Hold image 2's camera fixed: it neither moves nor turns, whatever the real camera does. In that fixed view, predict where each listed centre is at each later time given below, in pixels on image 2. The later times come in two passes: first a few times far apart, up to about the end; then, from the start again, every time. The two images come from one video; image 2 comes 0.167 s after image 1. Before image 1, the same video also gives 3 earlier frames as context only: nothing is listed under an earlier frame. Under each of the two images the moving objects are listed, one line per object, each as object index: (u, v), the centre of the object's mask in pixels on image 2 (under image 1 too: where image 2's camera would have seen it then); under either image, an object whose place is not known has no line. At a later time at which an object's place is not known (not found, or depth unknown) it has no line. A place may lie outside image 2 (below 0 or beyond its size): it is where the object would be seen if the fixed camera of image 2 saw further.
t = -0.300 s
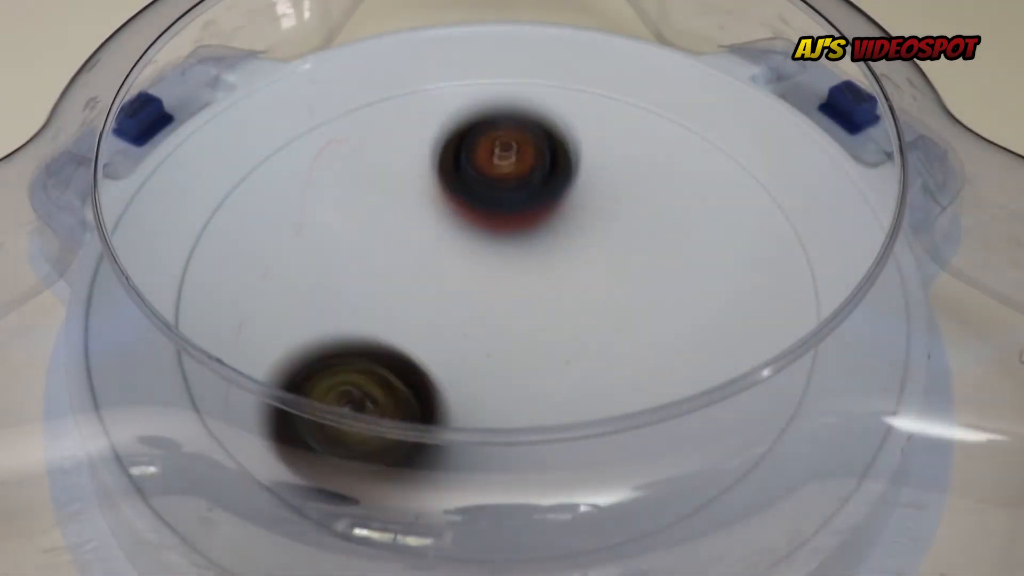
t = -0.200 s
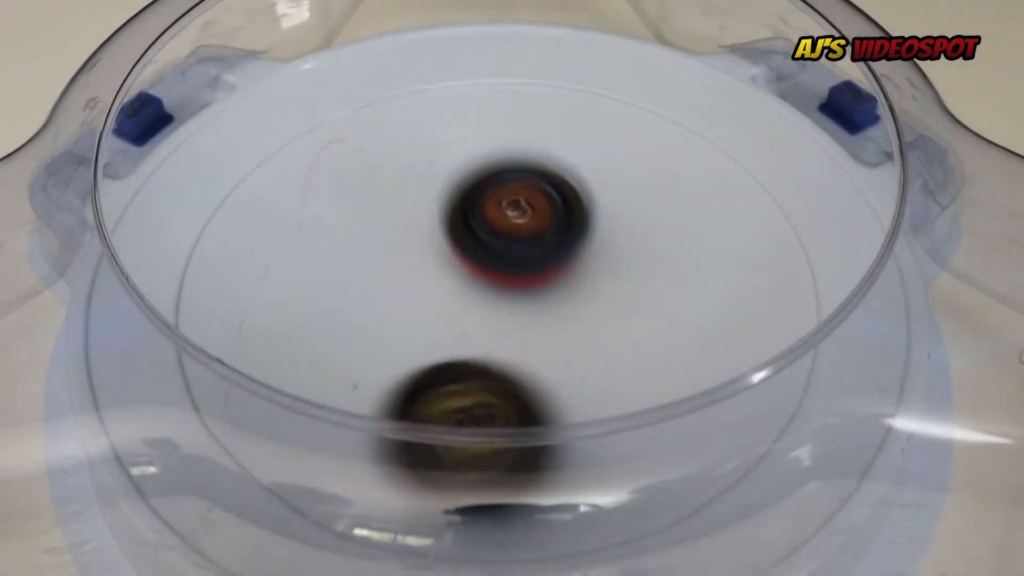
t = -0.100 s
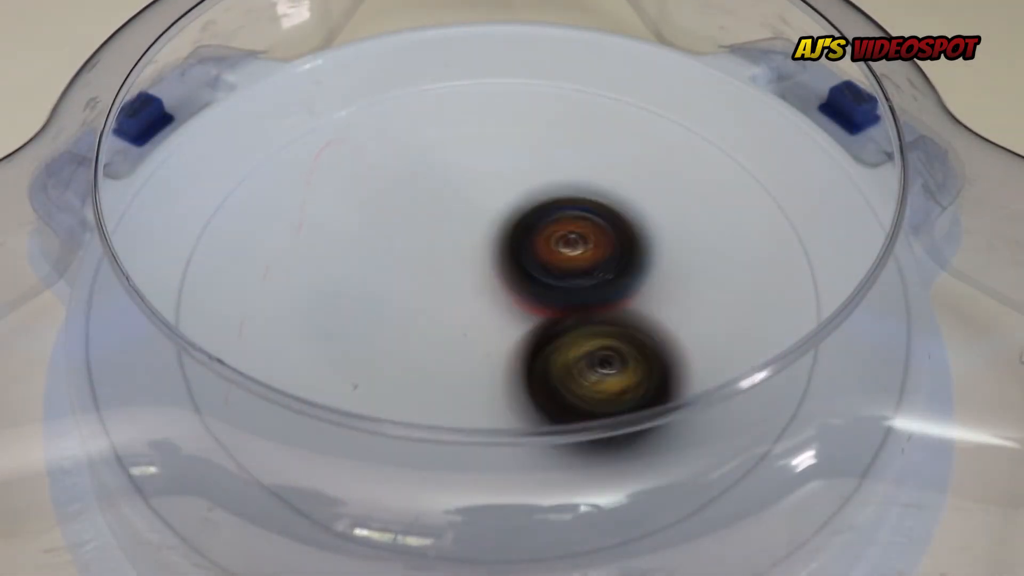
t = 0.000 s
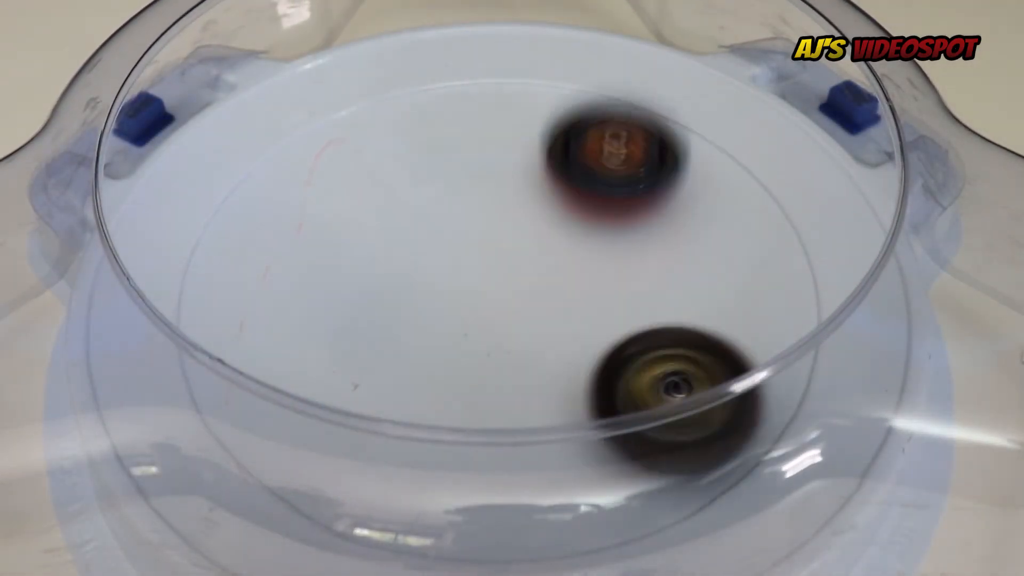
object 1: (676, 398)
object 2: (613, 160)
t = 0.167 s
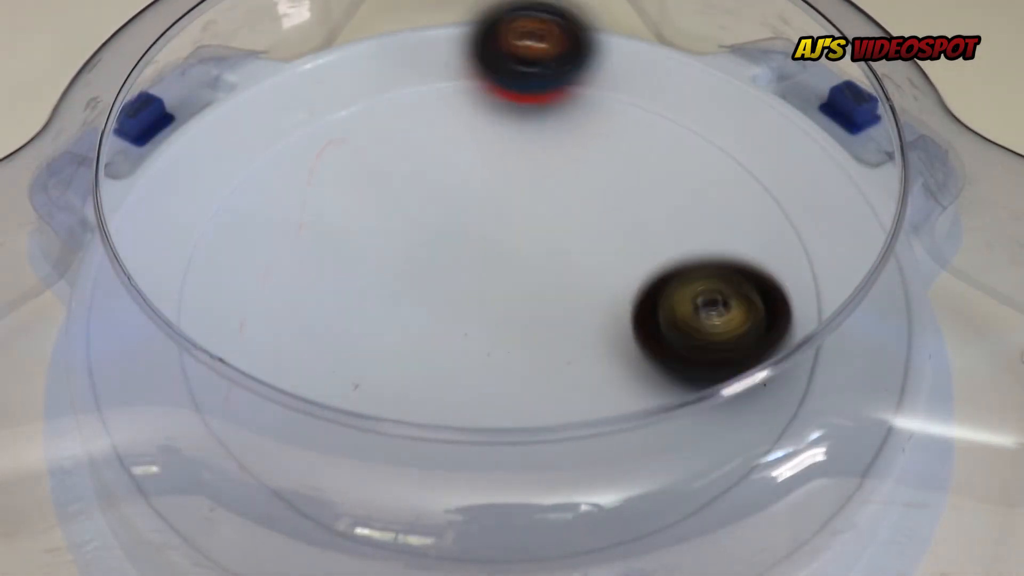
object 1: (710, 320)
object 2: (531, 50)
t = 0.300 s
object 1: (650, 261)
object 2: (390, 91)
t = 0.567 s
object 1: (450, 231)
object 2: (416, 360)
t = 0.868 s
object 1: (346, 312)
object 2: (815, 274)
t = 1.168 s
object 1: (440, 310)
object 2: (558, 110)
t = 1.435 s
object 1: (504, 232)
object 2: (311, 303)
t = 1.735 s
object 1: (467, 193)
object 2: (612, 481)
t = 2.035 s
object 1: (485, 244)
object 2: (647, 204)
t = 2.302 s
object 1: (439, 329)
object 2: (410, 108)
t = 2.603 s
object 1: (506, 343)
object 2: (281, 332)
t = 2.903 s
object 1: (536, 244)
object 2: (657, 334)
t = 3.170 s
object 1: (461, 192)
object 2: (588, 131)
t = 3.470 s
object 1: (326, 295)
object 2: (345, 116)
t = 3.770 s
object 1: (406, 418)
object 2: (483, 277)
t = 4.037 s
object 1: (576, 376)
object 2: (669, 165)
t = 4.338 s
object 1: (573, 224)
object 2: (518, 101)
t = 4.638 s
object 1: (556, 281)
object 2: (333, 240)
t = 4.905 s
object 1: (599, 277)
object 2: (435, 409)
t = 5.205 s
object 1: (581, 230)
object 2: (641, 347)
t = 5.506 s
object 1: (475, 148)
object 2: (474, 310)
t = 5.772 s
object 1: (394, 160)
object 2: (409, 396)
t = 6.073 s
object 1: (357, 222)
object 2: (562, 307)
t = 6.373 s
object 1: (334, 225)
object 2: (499, 198)
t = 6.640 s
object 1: (206, 249)
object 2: (596, 168)
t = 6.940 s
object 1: (342, 299)
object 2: (544, 238)
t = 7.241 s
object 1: (512, 329)
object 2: (689, 284)
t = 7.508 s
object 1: (591, 339)
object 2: (592, 222)
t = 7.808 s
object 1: (549, 321)
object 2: (392, 266)
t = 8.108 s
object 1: (487, 235)
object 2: (415, 362)
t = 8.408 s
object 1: (494, 154)
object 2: (526, 264)
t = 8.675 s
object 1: (537, 133)
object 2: (526, 289)
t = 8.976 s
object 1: (560, 171)
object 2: (477, 363)
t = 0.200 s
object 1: (701, 302)
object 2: (498, 52)
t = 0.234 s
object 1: (687, 286)
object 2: (462, 60)
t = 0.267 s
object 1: (669, 272)
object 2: (425, 72)
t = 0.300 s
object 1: (650, 261)
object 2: (390, 91)
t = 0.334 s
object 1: (627, 251)
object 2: (359, 116)
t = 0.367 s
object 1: (602, 242)
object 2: (337, 145)
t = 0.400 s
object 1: (577, 236)
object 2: (322, 179)
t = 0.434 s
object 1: (550, 231)
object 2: (318, 218)
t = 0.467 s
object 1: (524, 228)
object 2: (327, 257)
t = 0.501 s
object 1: (498, 227)
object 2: (346, 295)
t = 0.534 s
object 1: (473, 227)
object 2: (375, 336)
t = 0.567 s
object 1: (450, 231)
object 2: (416, 360)
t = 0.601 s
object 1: (429, 236)
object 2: (467, 375)
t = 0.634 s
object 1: (410, 244)
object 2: (521, 397)
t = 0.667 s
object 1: (391, 255)
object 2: (576, 403)
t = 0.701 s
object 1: (373, 267)
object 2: (635, 400)
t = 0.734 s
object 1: (359, 279)
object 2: (687, 387)
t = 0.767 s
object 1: (351, 289)
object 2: (732, 367)
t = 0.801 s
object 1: (346, 298)
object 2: (771, 340)
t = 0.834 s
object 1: (345, 306)
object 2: (801, 308)
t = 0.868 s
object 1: (346, 312)
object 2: (815, 274)
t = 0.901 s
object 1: (351, 317)
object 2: (806, 246)
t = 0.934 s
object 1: (358, 321)
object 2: (790, 219)
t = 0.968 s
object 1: (366, 324)
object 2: (768, 191)
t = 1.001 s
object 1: (376, 325)
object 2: (745, 165)
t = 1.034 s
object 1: (388, 325)
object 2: (718, 141)
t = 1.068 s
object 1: (400, 323)
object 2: (684, 123)
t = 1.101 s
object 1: (413, 320)
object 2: (644, 112)
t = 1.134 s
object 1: (426, 316)
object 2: (601, 108)
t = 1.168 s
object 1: (440, 310)
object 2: (558, 110)
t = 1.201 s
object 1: (453, 302)
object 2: (515, 118)
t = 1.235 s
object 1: (464, 293)
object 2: (473, 132)
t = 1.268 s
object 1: (475, 283)
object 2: (433, 151)
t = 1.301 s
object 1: (484, 273)
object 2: (397, 176)
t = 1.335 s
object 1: (491, 263)
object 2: (365, 206)
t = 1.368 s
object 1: (497, 252)
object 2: (341, 234)
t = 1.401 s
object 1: (501, 242)
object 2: (322, 268)
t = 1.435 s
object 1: (504, 232)
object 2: (311, 303)
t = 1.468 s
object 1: (505, 222)
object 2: (310, 337)
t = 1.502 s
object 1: (505, 213)
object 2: (311, 373)
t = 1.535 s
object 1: (504, 206)
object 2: (325, 412)
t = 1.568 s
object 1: (501, 199)
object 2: (362, 456)
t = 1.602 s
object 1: (498, 193)
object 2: (396, 473)
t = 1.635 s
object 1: (494, 189)
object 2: (448, 495)
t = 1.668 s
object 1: (486, 189)
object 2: (506, 500)
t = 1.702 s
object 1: (475, 190)
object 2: (559, 497)
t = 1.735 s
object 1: (467, 193)
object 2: (612, 481)
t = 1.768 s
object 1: (462, 196)
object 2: (660, 450)
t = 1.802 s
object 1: (459, 200)
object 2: (697, 425)
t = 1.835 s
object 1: (459, 205)
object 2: (721, 384)
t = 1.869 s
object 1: (460, 211)
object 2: (733, 353)
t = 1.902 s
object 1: (462, 217)
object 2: (729, 315)
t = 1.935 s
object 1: (466, 224)
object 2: (723, 285)
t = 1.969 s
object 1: (471, 230)
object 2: (704, 255)
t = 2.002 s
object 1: (478, 237)
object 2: (677, 227)
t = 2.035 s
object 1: (485, 244)
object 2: (647, 204)
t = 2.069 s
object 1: (493, 249)
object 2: (612, 184)
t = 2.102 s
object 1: (479, 262)
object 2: (589, 164)
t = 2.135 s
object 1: (461, 275)
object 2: (570, 140)
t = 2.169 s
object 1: (450, 287)
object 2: (546, 124)
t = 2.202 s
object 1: (443, 299)
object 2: (517, 111)
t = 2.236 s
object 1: (439, 310)
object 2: (485, 106)
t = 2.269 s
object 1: (438, 320)
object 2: (448, 105)
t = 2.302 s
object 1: (439, 329)
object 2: (410, 108)
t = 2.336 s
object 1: (443, 337)
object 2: (372, 117)
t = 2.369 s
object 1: (449, 344)
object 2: (336, 129)
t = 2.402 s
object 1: (456, 349)
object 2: (302, 148)
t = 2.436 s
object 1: (464, 352)
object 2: (274, 173)
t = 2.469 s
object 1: (473, 354)
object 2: (253, 202)
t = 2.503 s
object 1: (482, 353)
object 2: (241, 237)
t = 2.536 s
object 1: (491, 351)
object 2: (240, 272)
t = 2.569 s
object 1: (499, 348)
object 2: (254, 305)
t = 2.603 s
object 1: (506, 343)
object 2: (281, 332)
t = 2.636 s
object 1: (512, 337)
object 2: (312, 368)
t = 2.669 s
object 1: (517, 329)
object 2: (356, 388)
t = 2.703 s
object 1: (521, 321)
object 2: (405, 403)
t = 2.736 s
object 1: (533, 306)
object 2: (454, 413)
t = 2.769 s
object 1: (540, 290)
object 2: (506, 410)
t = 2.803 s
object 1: (543, 278)
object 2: (554, 399)
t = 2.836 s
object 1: (542, 267)
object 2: (594, 374)
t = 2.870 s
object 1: (540, 255)
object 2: (629, 356)
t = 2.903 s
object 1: (536, 244)
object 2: (657, 334)
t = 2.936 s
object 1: (531, 234)
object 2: (671, 305)
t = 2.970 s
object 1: (524, 224)
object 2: (676, 274)
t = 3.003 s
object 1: (516, 216)
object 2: (673, 244)
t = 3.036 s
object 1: (508, 208)
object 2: (664, 216)
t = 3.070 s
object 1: (499, 202)
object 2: (650, 191)
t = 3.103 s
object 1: (490, 197)
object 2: (630, 167)
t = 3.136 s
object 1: (475, 194)
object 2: (610, 147)
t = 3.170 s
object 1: (461, 192)
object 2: (588, 131)
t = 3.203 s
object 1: (448, 191)
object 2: (560, 119)
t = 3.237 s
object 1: (434, 191)
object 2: (528, 109)
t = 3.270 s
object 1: (418, 196)
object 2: (498, 102)
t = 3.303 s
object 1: (403, 202)
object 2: (467, 99)
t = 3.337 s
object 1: (391, 209)
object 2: (434, 102)
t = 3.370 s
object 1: (376, 225)
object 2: (403, 108)
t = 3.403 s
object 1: (354, 252)
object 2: (385, 105)
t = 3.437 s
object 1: (337, 275)
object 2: (365, 106)
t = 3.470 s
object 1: (326, 295)
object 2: (345, 116)
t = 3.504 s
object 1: (322, 313)
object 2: (329, 131)
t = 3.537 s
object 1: (321, 331)
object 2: (317, 153)
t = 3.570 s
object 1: (325, 343)
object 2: (314, 180)
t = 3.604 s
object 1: (335, 352)
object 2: (321, 207)
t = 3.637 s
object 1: (348, 361)
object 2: (339, 235)
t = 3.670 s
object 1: (358, 383)
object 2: (365, 258)
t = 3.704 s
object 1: (372, 399)
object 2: (402, 274)
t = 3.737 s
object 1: (388, 416)
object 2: (443, 278)
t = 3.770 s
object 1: (406, 418)
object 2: (483, 277)
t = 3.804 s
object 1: (431, 420)
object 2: (521, 273)
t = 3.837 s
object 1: (455, 426)
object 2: (557, 263)
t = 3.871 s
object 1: (479, 423)
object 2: (588, 250)
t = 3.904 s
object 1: (503, 425)
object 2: (616, 234)
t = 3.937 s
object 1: (526, 417)
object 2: (638, 218)
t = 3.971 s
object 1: (547, 416)
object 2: (654, 200)
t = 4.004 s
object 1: (564, 400)
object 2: (665, 182)
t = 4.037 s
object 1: (576, 376)
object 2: (669, 165)
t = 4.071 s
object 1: (589, 366)
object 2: (670, 149)
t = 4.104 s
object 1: (598, 352)
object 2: (666, 132)
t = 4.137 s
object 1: (603, 335)
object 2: (657, 117)
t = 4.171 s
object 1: (603, 315)
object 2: (644, 102)
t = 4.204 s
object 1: (601, 296)
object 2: (626, 89)
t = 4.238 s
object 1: (598, 277)
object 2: (602, 83)
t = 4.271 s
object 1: (591, 258)
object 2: (575, 82)
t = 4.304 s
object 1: (583, 241)
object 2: (546, 88)
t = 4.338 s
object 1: (573, 224)
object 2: (518, 101)
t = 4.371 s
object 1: (566, 214)
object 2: (489, 116)
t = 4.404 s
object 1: (569, 230)
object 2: (455, 112)
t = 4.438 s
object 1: (570, 244)
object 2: (422, 114)
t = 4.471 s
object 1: (568, 256)
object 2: (395, 124)
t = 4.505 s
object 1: (565, 265)
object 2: (372, 139)
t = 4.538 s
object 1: (562, 270)
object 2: (354, 161)
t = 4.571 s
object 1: (560, 274)
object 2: (341, 186)
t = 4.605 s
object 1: (559, 278)
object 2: (333, 211)
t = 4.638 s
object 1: (556, 281)
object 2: (333, 240)
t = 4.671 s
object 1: (554, 283)
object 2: (338, 267)
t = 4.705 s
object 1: (551, 286)
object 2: (351, 296)
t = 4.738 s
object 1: (548, 288)
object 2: (369, 321)
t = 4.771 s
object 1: (544, 290)
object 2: (392, 345)
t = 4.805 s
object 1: (555, 287)
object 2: (409, 362)
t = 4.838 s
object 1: (577, 284)
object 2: (414, 373)
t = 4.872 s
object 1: (591, 280)
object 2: (421, 395)
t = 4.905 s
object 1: (599, 277)
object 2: (435, 409)
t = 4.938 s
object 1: (603, 274)
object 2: (457, 417)
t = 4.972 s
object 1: (607, 270)
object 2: (483, 422)
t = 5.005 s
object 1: (608, 266)
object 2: (516, 422)
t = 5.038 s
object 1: (607, 263)
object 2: (548, 416)
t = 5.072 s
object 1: (604, 259)
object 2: (578, 404)
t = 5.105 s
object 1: (600, 256)
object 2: (601, 376)
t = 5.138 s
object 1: (594, 252)
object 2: (622, 365)
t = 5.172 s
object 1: (589, 243)
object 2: (635, 355)
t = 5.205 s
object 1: (581, 230)
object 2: (641, 347)
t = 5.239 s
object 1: (572, 222)
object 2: (643, 329)
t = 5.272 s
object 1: (563, 214)
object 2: (634, 314)
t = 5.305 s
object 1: (551, 201)
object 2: (620, 304)
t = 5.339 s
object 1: (540, 189)
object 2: (601, 298)
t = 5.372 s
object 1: (526, 179)
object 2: (577, 295)
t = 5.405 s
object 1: (514, 170)
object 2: (550, 296)
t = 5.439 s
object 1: (501, 162)
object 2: (523, 298)
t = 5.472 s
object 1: (488, 155)
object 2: (498, 304)
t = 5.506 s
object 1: (475, 148)
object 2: (474, 310)
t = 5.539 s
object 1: (462, 144)
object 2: (451, 318)
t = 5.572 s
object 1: (451, 142)
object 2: (431, 326)
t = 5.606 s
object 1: (439, 140)
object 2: (415, 337)
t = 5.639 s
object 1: (428, 141)
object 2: (403, 349)
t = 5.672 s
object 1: (418, 144)
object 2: (396, 358)
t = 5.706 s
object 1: (409, 148)
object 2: (394, 367)
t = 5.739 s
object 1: (401, 153)
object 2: (398, 375)
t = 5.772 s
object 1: (394, 160)
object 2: (409, 396)
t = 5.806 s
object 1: (388, 169)
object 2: (429, 404)
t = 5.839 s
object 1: (385, 179)
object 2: (455, 403)
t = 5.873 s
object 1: (382, 190)
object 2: (481, 384)
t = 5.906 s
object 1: (381, 202)
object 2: (503, 375)
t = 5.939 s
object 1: (382, 216)
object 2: (516, 360)
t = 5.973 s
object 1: (385, 230)
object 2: (521, 340)
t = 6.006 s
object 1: (389, 241)
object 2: (521, 318)
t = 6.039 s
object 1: (374, 234)
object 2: (541, 312)
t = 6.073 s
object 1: (357, 222)
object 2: (562, 307)
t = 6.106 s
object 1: (345, 213)
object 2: (577, 297)
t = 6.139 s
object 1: (337, 209)
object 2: (587, 282)
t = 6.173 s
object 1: (331, 209)
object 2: (589, 266)
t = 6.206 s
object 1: (327, 210)
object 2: (585, 248)
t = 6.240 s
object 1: (323, 212)
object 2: (575, 232)
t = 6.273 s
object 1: (323, 215)
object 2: (561, 219)
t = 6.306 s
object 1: (326, 218)
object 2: (542, 207)
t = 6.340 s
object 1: (328, 221)
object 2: (521, 201)
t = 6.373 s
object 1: (334, 225)
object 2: (499, 198)
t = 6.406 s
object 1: (328, 229)
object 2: (486, 198)
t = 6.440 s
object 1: (287, 228)
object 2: (508, 197)
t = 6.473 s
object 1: (255, 233)
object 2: (528, 196)
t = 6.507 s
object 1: (235, 235)
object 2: (547, 193)
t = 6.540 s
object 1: (223, 238)
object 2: (564, 189)
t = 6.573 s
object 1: (214, 242)
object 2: (578, 183)
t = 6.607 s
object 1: (207, 245)
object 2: (589, 175)
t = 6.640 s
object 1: (206, 249)
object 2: (596, 168)
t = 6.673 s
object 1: (207, 252)
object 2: (596, 161)
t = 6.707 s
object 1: (212, 257)
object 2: (592, 157)
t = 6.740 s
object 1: (221, 261)
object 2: (584, 156)
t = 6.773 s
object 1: (234, 268)
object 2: (571, 161)
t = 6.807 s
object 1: (249, 274)
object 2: (559, 173)
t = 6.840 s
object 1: (269, 282)
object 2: (550, 187)
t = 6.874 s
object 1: (291, 287)
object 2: (544, 204)
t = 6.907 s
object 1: (315, 294)
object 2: (542, 220)
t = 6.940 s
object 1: (342, 299)
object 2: (544, 238)
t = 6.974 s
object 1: (368, 305)
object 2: (548, 255)
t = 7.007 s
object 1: (398, 310)
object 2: (556, 271)
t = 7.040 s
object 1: (409, 312)
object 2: (578, 283)
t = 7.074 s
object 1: (422, 316)
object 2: (600, 290)
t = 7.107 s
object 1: (440, 318)
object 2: (621, 293)
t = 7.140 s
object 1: (458, 322)
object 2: (642, 295)
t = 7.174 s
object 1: (476, 324)
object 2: (660, 294)
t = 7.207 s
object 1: (495, 328)
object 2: (676, 291)
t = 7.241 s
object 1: (512, 329)
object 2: (689, 284)
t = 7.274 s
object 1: (530, 332)
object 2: (699, 274)
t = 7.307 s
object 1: (544, 333)
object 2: (701, 263)
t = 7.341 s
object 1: (558, 334)
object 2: (694, 252)
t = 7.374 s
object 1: (571, 335)
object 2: (679, 241)
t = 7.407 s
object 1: (578, 338)
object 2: (661, 231)
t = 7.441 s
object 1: (585, 337)
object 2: (640, 225)
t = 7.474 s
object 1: (589, 339)
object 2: (616, 222)
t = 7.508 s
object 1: (591, 339)
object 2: (592, 222)
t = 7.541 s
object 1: (592, 338)
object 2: (567, 223)
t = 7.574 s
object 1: (592, 336)
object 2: (543, 227)
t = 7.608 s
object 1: (590, 335)
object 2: (519, 233)
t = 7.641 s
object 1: (585, 337)
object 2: (496, 236)
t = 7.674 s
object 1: (579, 337)
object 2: (473, 239)
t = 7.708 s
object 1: (574, 333)
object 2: (451, 244)
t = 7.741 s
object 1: (567, 331)
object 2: (430, 249)
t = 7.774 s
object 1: (557, 326)
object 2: (410, 257)
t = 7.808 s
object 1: (549, 321)
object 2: (392, 266)
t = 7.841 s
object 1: (540, 314)
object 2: (376, 275)
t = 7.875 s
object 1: (532, 307)
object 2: (363, 288)
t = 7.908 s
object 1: (522, 297)
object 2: (354, 298)
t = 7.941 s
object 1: (515, 289)
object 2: (348, 315)
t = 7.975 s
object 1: (507, 278)
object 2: (349, 329)
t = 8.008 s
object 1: (501, 269)
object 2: (355, 343)
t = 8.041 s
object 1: (495, 258)
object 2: (370, 353)
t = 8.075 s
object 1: (491, 247)
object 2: (391, 359)
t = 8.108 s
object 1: (487, 235)
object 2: (415, 362)
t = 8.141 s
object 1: (485, 225)
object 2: (441, 360)
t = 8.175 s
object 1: (482, 215)
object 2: (465, 352)
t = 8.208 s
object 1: (482, 206)
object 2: (485, 340)
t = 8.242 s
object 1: (481, 198)
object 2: (499, 326)
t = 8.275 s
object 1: (483, 191)
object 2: (511, 309)
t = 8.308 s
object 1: (485, 182)
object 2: (517, 295)
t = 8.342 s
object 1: (489, 172)
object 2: (522, 286)
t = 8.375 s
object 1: (492, 163)
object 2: (525, 275)
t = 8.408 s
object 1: (494, 154)
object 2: (526, 264)
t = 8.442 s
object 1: (499, 143)
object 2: (526, 261)
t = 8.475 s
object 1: (505, 130)
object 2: (526, 264)
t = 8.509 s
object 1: (514, 127)
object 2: (527, 269)
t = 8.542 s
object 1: (517, 125)
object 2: (525, 274)
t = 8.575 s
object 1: (522, 123)
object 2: (524, 279)
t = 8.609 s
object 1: (527, 124)
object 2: (525, 283)
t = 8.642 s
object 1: (533, 126)
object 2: (525, 288)
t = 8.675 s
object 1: (537, 133)
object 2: (526, 289)
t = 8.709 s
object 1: (540, 139)
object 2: (528, 292)
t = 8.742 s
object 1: (542, 149)
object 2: (528, 294)
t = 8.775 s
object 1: (542, 160)
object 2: (526, 294)
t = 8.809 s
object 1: (542, 171)
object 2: (527, 294)
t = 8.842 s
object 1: (541, 181)
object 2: (522, 299)
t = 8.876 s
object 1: (552, 171)
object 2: (507, 320)
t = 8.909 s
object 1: (556, 168)
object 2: (493, 337)
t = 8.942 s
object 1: (559, 167)
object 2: (483, 351)
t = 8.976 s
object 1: (560, 171)
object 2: (477, 363)
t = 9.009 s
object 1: (554, 178)
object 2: (474, 371)
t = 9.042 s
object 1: (547, 183)
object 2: (471, 377)
